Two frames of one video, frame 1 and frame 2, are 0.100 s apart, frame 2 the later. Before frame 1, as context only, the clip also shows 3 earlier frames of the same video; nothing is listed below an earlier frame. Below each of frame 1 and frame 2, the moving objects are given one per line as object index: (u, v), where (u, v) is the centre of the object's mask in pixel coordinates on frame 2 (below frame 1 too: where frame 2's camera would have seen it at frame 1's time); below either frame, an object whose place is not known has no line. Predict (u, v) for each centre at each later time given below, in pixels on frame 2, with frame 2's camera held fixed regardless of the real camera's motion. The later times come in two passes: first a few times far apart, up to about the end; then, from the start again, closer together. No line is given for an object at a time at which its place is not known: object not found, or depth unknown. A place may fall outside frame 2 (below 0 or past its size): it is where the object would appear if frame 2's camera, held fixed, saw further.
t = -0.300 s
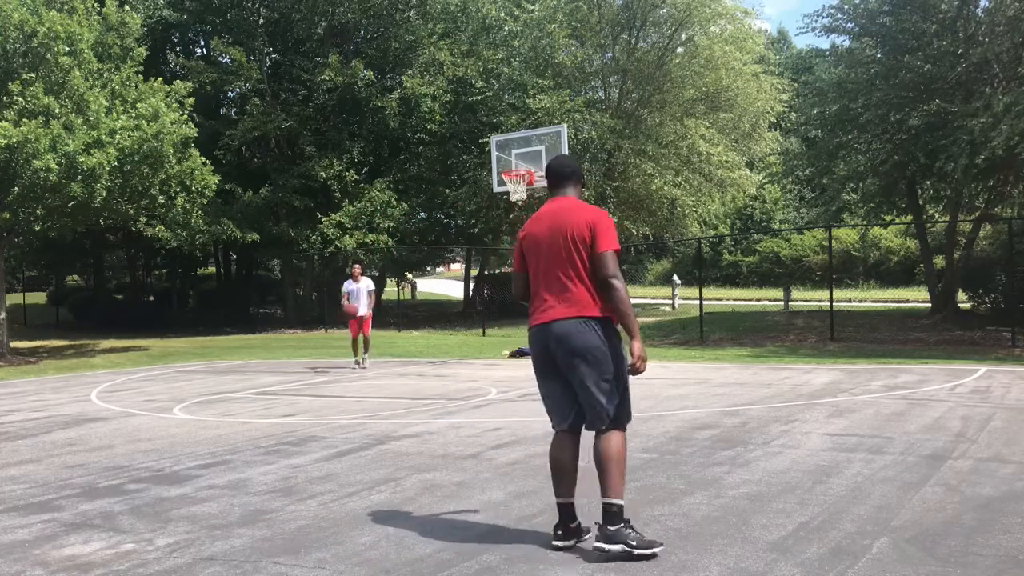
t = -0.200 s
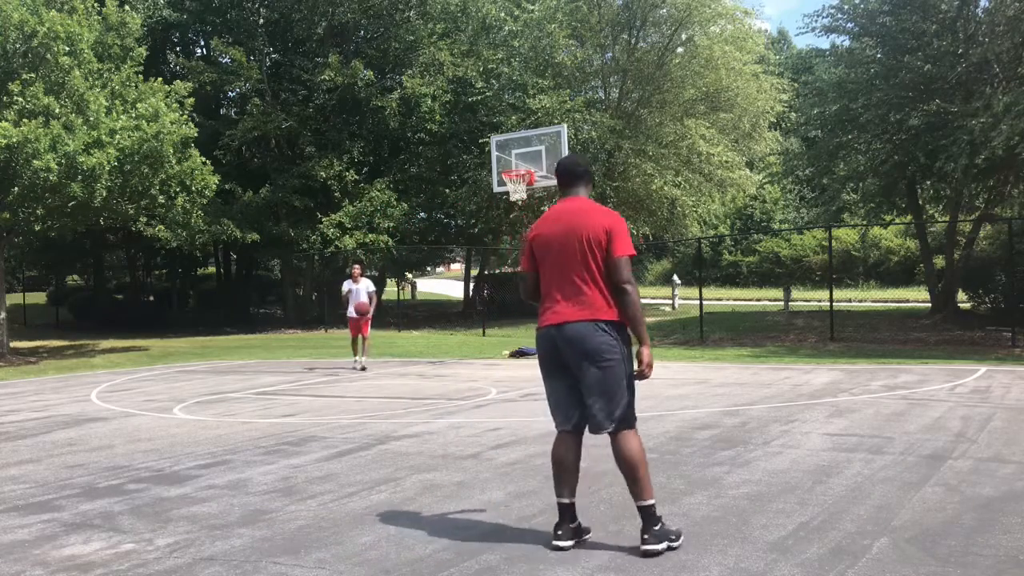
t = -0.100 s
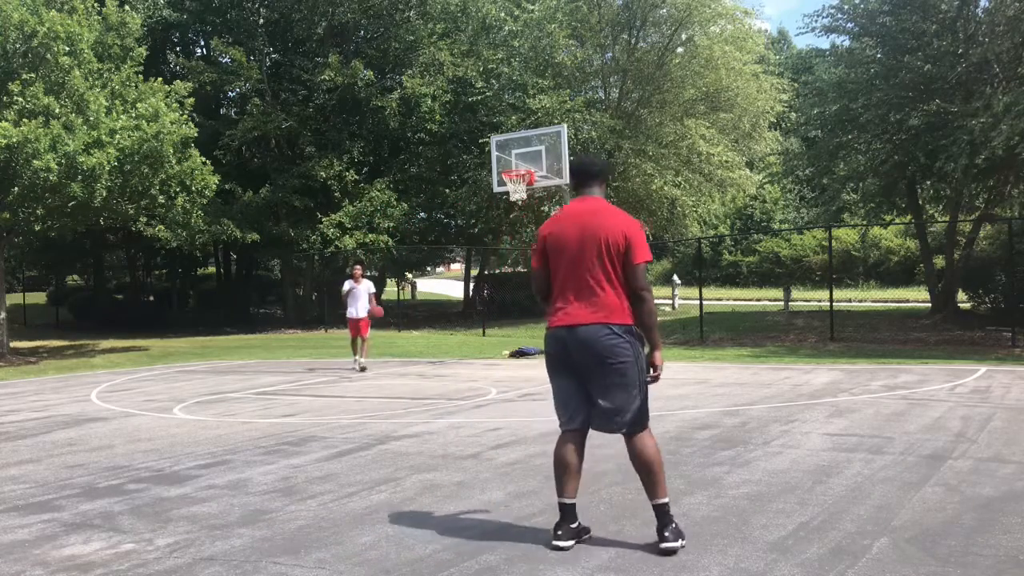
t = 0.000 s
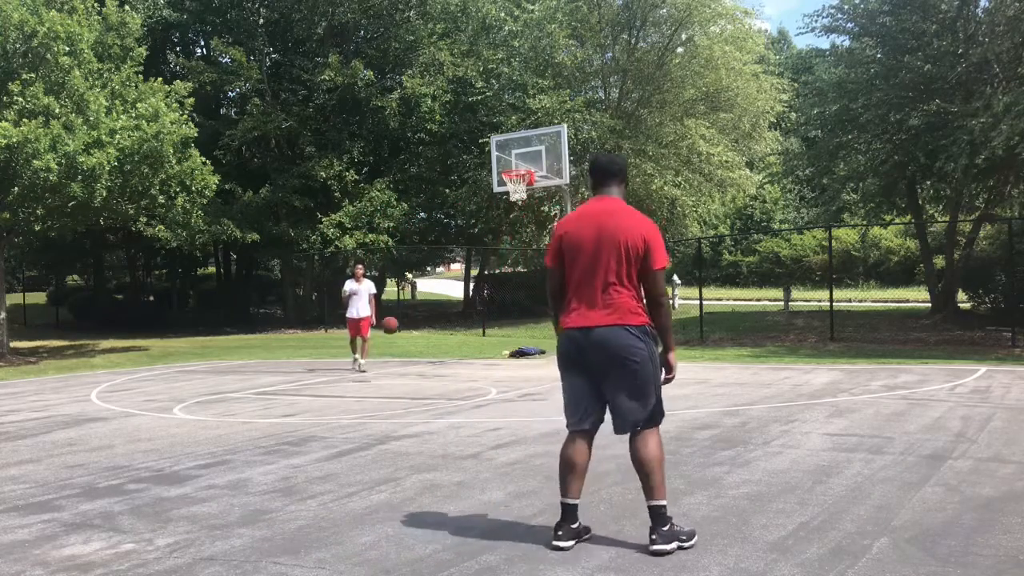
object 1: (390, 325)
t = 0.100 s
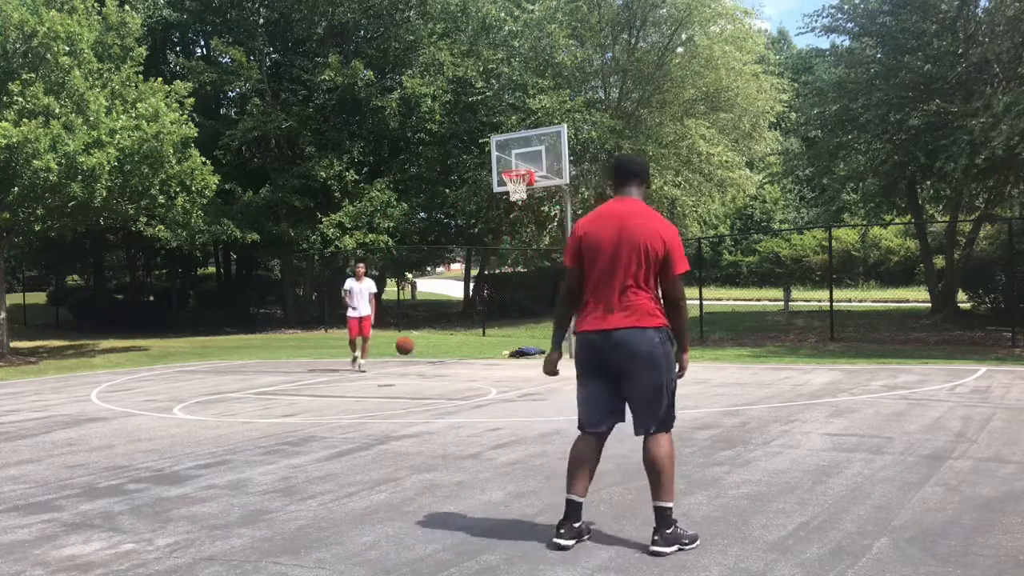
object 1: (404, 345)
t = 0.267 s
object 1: (429, 371)
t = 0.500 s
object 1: (457, 331)
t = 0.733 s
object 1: (491, 338)
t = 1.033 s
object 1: (543, 393)
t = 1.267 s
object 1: (586, 362)
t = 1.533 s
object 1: (650, 407)
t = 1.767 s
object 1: (720, 416)
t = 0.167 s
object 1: (415, 365)
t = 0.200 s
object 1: (421, 376)
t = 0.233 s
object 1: (425, 379)
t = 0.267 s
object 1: (429, 371)
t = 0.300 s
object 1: (433, 363)
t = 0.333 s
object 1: (437, 355)
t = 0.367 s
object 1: (441, 349)
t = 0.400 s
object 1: (444, 343)
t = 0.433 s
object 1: (449, 338)
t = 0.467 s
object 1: (453, 334)
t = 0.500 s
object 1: (457, 331)
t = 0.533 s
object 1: (462, 329)
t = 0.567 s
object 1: (467, 328)
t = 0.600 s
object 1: (471, 328)
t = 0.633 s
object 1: (476, 329)
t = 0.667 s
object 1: (481, 331)
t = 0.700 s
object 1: (486, 333)
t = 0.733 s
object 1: (491, 338)
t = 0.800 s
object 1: (502, 350)
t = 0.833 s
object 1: (508, 358)
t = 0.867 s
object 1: (514, 368)
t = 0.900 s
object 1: (520, 377)
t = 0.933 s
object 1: (526, 389)
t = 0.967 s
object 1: (532, 402)
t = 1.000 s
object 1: (538, 402)
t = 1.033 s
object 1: (543, 393)
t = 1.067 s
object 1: (549, 385)
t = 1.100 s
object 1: (554, 378)
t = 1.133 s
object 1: (560, 372)
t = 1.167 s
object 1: (567, 368)
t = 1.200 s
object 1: (573, 365)
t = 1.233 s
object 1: (580, 363)
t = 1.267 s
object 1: (586, 362)
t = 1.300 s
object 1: (593, 362)
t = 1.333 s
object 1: (601, 364)
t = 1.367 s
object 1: (608, 367)
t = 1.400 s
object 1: (616, 372)
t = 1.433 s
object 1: (624, 378)
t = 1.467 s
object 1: (632, 386)
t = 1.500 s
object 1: (641, 395)
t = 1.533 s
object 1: (650, 407)
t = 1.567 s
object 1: (659, 421)
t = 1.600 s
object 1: (669, 436)
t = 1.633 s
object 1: (679, 445)
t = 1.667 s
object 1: (688, 436)
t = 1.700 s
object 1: (698, 428)
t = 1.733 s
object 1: (709, 421)
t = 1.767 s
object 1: (720, 416)
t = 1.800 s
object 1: (731, 413)
